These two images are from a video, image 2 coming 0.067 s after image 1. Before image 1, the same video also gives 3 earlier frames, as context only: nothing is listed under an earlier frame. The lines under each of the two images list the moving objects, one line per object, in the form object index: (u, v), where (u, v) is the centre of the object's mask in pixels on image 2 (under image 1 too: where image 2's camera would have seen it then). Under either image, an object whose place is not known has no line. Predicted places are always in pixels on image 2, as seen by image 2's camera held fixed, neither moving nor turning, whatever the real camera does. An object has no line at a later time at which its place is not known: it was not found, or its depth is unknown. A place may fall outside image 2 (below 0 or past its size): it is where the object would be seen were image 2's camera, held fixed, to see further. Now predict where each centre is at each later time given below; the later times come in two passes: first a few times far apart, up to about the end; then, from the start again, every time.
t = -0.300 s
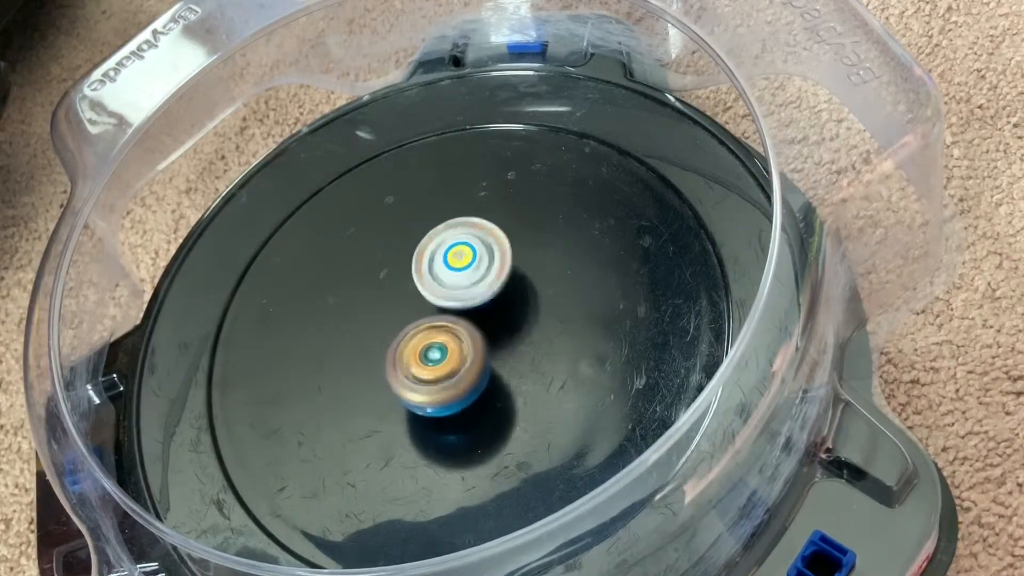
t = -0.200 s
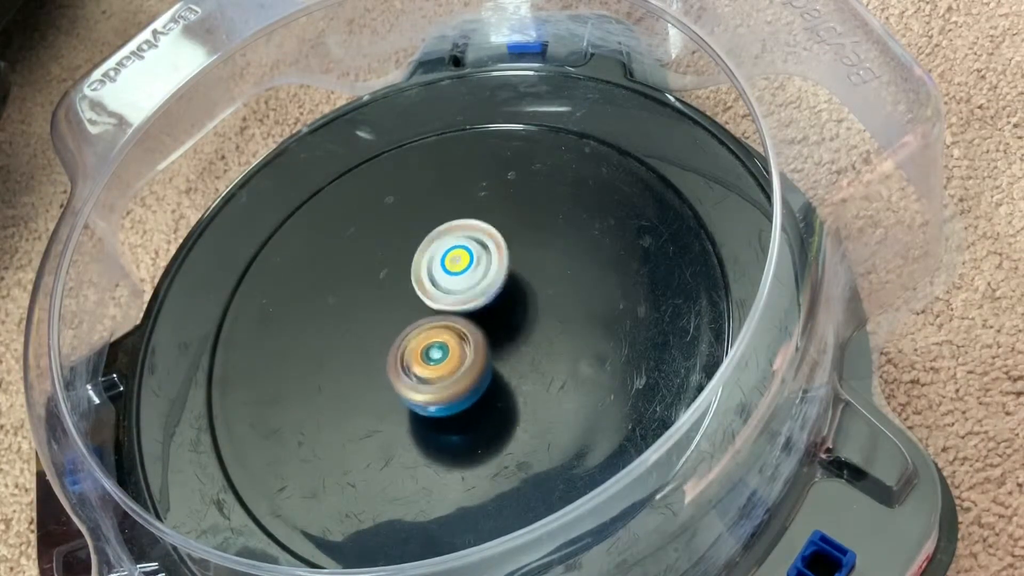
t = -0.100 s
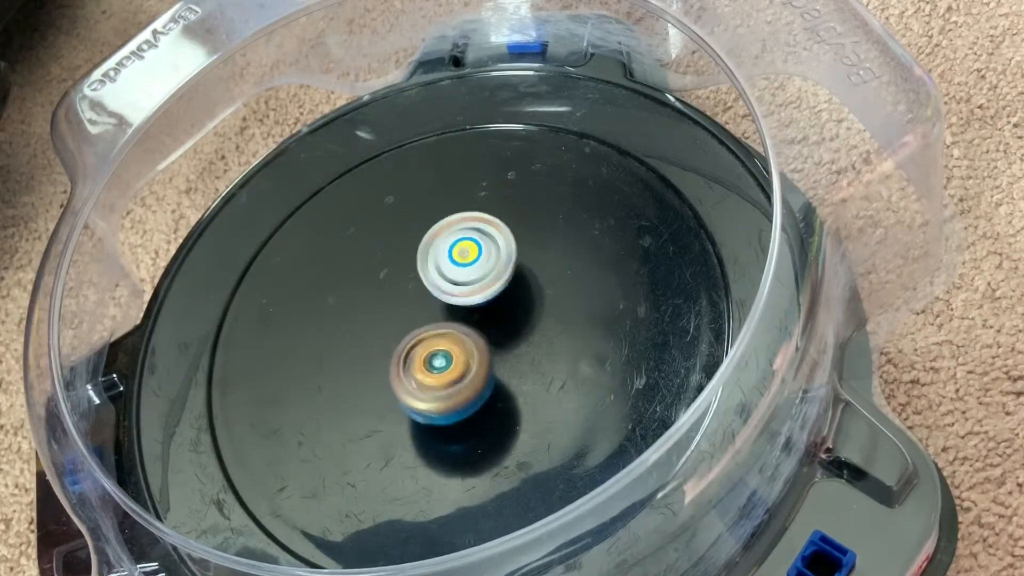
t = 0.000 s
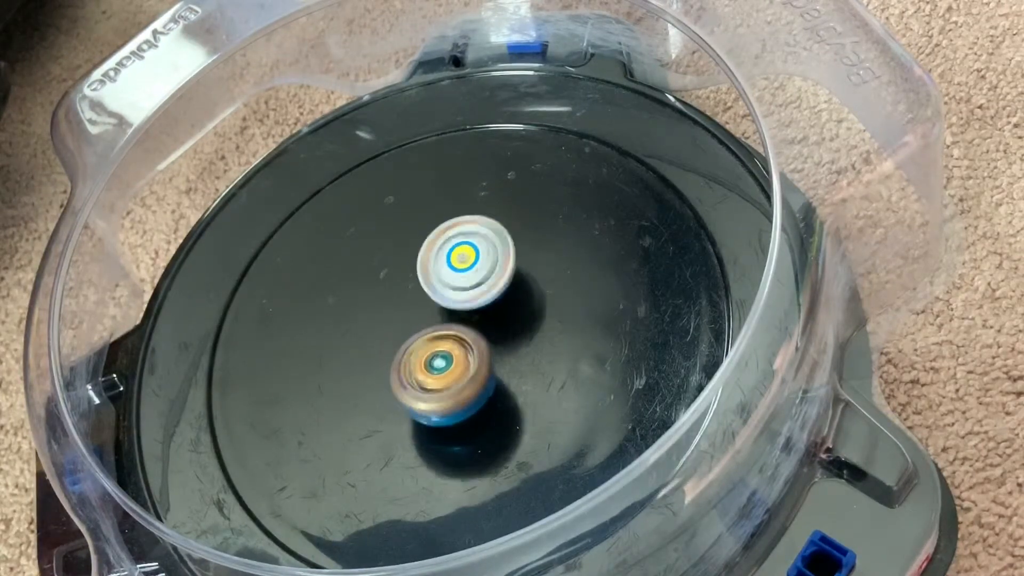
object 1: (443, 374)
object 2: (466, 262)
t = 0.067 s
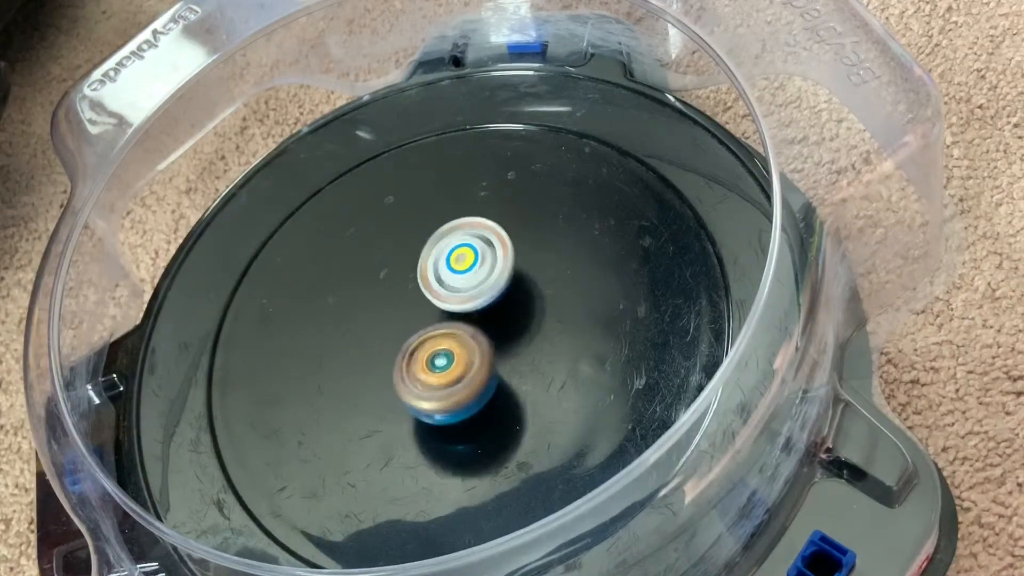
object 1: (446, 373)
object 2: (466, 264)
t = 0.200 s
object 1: (450, 368)
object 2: (466, 266)
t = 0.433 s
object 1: (450, 368)
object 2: (464, 264)
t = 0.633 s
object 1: (447, 386)
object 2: (466, 243)
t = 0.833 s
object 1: (447, 390)
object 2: (463, 251)
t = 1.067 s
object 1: (447, 370)
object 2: (454, 273)
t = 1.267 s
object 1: (436, 377)
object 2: (449, 270)
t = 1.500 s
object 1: (428, 369)
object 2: (445, 269)
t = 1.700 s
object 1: (428, 373)
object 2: (446, 271)
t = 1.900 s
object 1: (435, 376)
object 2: (451, 269)
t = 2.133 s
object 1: (444, 365)
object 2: (450, 271)
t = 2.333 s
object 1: (450, 379)
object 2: (454, 230)
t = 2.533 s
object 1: (454, 374)
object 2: (460, 239)
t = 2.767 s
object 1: (446, 370)
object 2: (484, 275)
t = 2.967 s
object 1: (437, 382)
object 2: (484, 275)
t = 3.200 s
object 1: (442, 381)
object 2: (481, 274)
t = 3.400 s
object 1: (439, 368)
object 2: (476, 276)
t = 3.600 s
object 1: (427, 368)
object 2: (480, 283)
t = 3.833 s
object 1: (424, 383)
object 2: (478, 287)
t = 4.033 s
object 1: (428, 393)
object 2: (473, 286)
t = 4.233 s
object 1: (425, 372)
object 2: (475, 281)
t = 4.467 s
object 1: (412, 366)
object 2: (493, 265)
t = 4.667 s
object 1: (409, 356)
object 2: (496, 292)
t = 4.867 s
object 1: (416, 370)
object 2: (501, 307)
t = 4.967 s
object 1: (415, 366)
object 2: (510, 308)
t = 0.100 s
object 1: (447, 371)
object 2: (466, 266)
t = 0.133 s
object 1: (448, 369)
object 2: (465, 268)
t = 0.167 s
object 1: (449, 367)
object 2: (464, 269)
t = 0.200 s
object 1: (450, 368)
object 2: (466, 266)
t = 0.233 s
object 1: (451, 366)
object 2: (467, 266)
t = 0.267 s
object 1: (451, 366)
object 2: (465, 267)
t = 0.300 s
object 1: (451, 369)
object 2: (466, 263)
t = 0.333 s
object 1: (451, 369)
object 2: (466, 261)
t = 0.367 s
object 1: (450, 370)
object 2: (467, 262)
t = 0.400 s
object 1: (451, 369)
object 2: (465, 263)
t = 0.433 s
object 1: (450, 368)
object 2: (464, 264)
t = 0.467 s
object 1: (450, 367)
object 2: (462, 265)
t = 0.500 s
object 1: (450, 365)
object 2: (460, 266)
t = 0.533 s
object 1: (450, 365)
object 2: (460, 266)
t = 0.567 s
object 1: (449, 376)
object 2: (462, 256)
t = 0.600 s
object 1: (448, 383)
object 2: (465, 247)
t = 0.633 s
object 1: (447, 386)
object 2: (466, 243)
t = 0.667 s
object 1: (446, 388)
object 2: (467, 244)
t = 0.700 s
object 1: (446, 389)
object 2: (466, 244)
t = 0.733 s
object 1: (446, 391)
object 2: (465, 246)
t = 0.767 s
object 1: (446, 391)
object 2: (464, 246)
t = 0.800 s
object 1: (446, 391)
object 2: (463, 249)
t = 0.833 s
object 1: (447, 390)
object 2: (463, 251)
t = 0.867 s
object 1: (447, 388)
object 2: (461, 254)
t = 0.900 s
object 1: (448, 386)
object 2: (461, 256)
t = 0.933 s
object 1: (448, 383)
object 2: (458, 256)
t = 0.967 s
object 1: (449, 380)
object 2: (459, 260)
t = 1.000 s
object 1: (448, 376)
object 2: (456, 261)
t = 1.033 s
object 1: (448, 373)
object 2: (455, 267)
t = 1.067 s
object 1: (447, 370)
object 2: (454, 273)
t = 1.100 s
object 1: (445, 373)
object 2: (454, 274)
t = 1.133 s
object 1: (444, 378)
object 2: (450, 271)
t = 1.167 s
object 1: (445, 379)
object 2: (452, 269)
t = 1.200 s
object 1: (441, 378)
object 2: (450, 269)
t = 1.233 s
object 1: (439, 377)
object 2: (450, 269)
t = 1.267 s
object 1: (436, 377)
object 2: (449, 270)
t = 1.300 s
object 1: (435, 376)
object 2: (447, 271)
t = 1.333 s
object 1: (432, 376)
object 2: (445, 272)
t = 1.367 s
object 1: (431, 374)
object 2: (443, 272)
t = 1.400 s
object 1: (430, 373)
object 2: (442, 272)
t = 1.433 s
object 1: (429, 370)
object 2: (441, 271)
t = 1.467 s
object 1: (429, 370)
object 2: (443, 270)
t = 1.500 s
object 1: (428, 369)
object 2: (445, 269)
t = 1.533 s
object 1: (428, 371)
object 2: (447, 268)
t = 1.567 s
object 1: (428, 370)
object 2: (449, 270)
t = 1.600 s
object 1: (427, 371)
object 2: (447, 272)
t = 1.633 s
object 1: (427, 370)
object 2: (447, 273)
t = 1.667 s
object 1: (427, 370)
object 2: (445, 274)
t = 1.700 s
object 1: (428, 373)
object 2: (446, 271)
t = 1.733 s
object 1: (428, 374)
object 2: (449, 270)
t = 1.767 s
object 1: (429, 373)
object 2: (449, 274)
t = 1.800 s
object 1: (429, 374)
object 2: (447, 275)
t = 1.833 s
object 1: (430, 375)
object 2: (447, 275)
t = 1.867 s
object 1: (432, 377)
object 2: (449, 270)
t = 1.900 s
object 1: (435, 376)
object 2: (451, 269)
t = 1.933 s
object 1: (435, 375)
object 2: (451, 270)
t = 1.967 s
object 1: (436, 375)
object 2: (450, 272)
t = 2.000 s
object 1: (438, 373)
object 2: (448, 274)
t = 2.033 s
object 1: (440, 370)
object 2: (448, 275)
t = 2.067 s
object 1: (440, 368)
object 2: (447, 274)
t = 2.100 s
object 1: (442, 367)
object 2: (449, 271)
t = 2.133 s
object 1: (444, 365)
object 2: (450, 271)
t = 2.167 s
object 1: (445, 363)
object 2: (453, 270)
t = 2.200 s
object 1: (446, 366)
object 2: (455, 265)
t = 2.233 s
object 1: (448, 374)
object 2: (454, 255)
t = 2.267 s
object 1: (449, 378)
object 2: (454, 244)
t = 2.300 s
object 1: (450, 379)
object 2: (453, 236)
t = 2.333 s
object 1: (450, 379)
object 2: (454, 230)
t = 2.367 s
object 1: (449, 380)
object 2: (456, 227)
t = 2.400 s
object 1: (451, 380)
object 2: (456, 226)
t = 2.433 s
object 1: (453, 379)
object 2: (459, 229)
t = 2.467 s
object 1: (454, 377)
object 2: (458, 231)
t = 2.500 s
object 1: (454, 376)
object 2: (460, 236)
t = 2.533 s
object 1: (454, 374)
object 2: (460, 239)
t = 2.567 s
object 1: (454, 371)
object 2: (462, 245)
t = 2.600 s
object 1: (454, 368)
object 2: (465, 251)
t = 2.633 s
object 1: (452, 365)
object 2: (468, 258)
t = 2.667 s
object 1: (451, 364)
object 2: (473, 267)
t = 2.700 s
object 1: (448, 367)
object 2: (478, 271)
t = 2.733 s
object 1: (448, 369)
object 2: (480, 276)
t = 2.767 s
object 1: (446, 370)
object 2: (484, 275)
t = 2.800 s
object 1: (445, 371)
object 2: (486, 276)
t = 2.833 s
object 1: (442, 373)
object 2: (487, 277)
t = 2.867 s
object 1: (439, 379)
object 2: (489, 273)
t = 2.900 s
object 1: (440, 381)
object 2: (490, 274)
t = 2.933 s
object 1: (438, 381)
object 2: (487, 277)
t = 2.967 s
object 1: (437, 382)
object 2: (484, 275)
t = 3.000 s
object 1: (436, 382)
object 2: (484, 276)
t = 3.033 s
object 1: (435, 384)
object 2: (483, 276)
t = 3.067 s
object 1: (437, 385)
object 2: (484, 275)
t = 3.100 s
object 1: (439, 385)
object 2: (482, 276)
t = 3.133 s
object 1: (440, 384)
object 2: (483, 276)
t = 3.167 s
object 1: (441, 382)
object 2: (481, 275)
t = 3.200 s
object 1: (442, 381)
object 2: (481, 274)
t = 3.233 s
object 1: (443, 378)
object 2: (482, 274)
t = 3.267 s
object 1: (443, 376)
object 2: (480, 275)
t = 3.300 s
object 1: (444, 374)
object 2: (481, 275)
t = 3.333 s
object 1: (442, 372)
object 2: (478, 276)
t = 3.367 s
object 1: (440, 370)
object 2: (477, 276)
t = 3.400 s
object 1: (439, 368)
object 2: (476, 276)
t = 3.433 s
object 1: (436, 368)
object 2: (476, 274)
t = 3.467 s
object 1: (434, 367)
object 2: (480, 274)
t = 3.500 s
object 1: (432, 366)
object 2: (480, 276)
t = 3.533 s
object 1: (429, 367)
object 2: (482, 278)
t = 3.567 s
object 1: (427, 368)
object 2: (482, 281)
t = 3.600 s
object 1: (427, 368)
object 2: (480, 283)
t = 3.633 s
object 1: (425, 368)
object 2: (479, 283)
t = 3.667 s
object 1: (422, 371)
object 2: (478, 283)
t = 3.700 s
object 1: (421, 377)
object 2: (481, 279)
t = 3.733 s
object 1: (421, 380)
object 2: (482, 280)
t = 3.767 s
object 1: (423, 383)
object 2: (481, 282)
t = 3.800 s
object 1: (423, 383)
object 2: (479, 285)
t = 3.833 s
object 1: (424, 383)
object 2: (478, 287)
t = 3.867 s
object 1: (426, 383)
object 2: (475, 293)
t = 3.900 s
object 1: (428, 383)
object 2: (473, 297)
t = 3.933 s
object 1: (427, 387)
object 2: (471, 297)
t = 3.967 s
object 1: (425, 393)
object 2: (475, 290)
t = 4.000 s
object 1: (425, 395)
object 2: (474, 287)
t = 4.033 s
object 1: (428, 393)
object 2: (473, 286)
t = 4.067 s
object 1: (430, 389)
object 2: (472, 286)
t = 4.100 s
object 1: (429, 386)
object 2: (473, 284)
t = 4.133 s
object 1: (429, 382)
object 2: (471, 284)
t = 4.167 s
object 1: (428, 377)
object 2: (470, 284)
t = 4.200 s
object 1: (426, 374)
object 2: (474, 283)
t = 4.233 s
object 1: (425, 372)
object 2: (475, 281)
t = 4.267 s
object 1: (419, 372)
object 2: (480, 276)
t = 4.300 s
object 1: (416, 372)
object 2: (480, 269)
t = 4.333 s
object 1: (413, 371)
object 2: (485, 266)
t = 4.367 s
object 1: (411, 369)
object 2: (487, 264)
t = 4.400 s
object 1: (410, 369)
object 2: (490, 263)
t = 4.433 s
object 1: (411, 369)
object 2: (491, 265)
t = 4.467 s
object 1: (412, 366)
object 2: (493, 265)
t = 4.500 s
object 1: (413, 364)
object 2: (493, 269)
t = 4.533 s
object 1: (415, 362)
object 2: (495, 271)
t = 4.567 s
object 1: (415, 358)
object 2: (496, 275)
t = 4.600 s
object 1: (413, 356)
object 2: (495, 280)
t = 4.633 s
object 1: (413, 354)
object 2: (495, 286)
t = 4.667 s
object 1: (409, 356)
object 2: (496, 292)
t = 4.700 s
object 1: (405, 360)
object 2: (497, 296)
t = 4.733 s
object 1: (407, 362)
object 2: (495, 303)
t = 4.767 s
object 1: (408, 363)
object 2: (494, 306)
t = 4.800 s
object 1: (407, 368)
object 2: (498, 306)
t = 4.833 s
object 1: (411, 371)
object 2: (500, 306)
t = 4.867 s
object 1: (416, 370)
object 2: (501, 307)
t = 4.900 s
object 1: (419, 369)
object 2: (503, 307)
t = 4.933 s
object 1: (420, 365)
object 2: (506, 309)
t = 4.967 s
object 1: (415, 366)
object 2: (510, 308)
